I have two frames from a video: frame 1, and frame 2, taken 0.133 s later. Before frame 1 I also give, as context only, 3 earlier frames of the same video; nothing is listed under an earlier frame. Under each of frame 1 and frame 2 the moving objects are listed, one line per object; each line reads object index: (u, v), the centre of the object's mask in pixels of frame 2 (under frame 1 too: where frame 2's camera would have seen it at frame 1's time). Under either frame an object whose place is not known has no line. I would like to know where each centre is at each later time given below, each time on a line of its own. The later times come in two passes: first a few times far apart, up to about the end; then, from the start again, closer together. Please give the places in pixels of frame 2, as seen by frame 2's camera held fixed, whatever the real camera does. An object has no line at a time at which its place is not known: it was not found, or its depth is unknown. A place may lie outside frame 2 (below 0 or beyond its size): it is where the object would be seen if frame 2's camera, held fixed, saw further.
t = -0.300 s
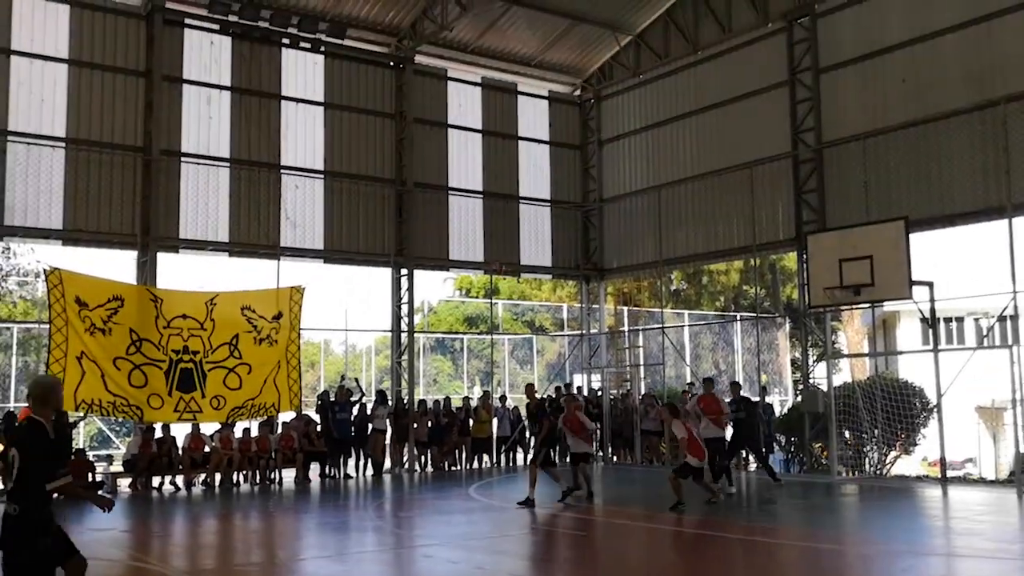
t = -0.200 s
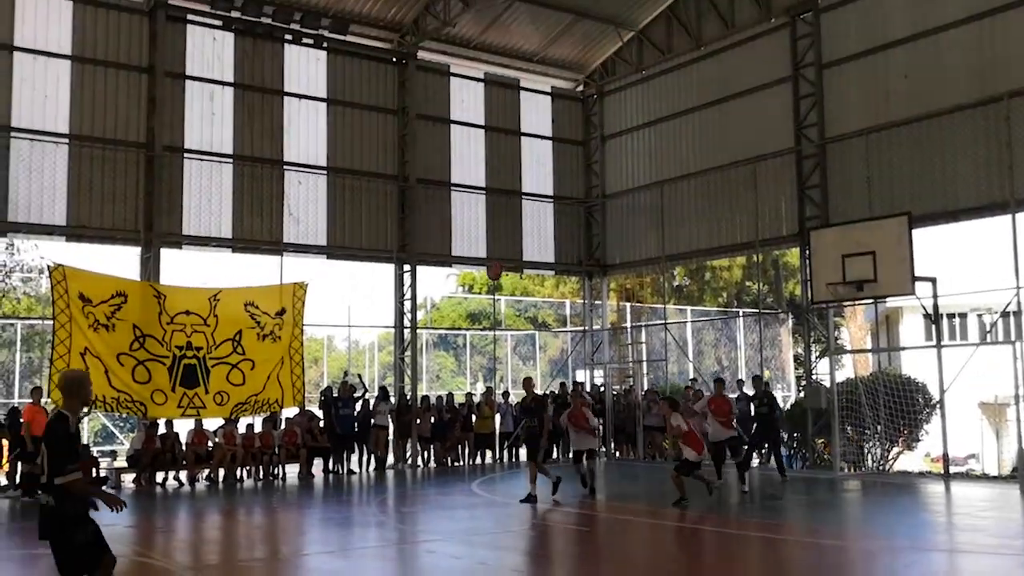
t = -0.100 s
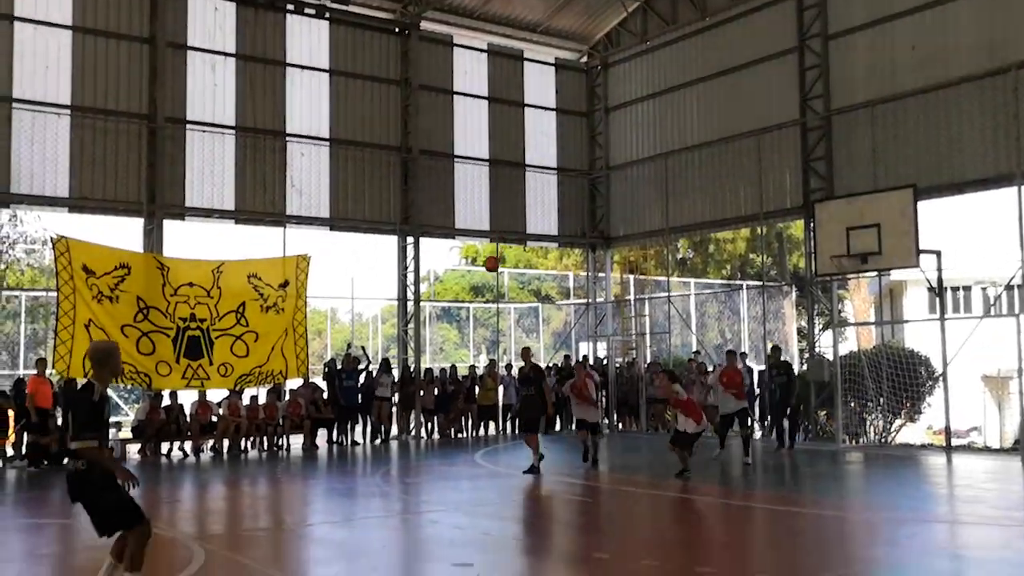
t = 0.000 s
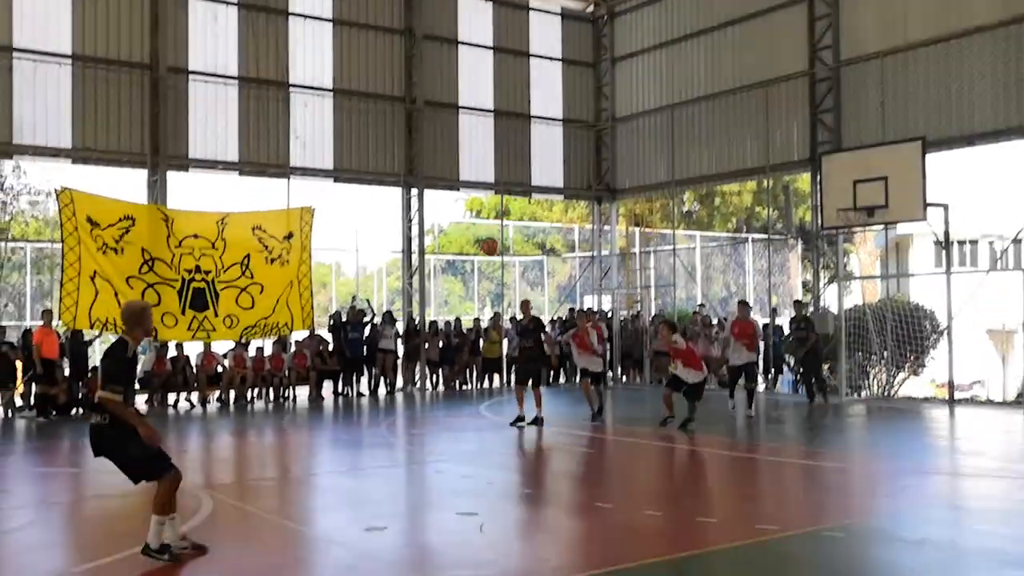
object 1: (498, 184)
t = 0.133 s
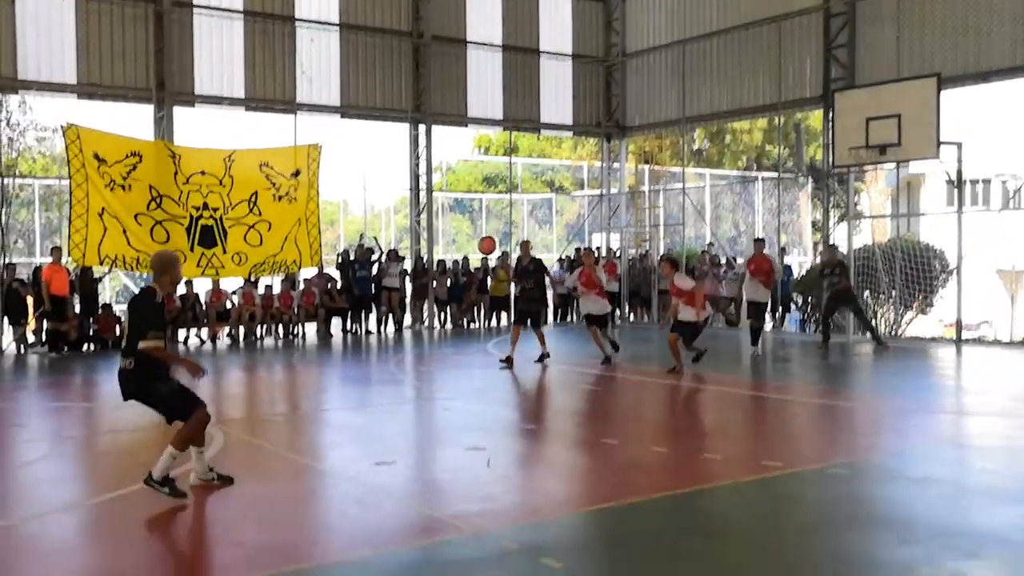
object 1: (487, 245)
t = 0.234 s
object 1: (478, 310)
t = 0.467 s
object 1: (458, 367)
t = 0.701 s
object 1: (435, 301)
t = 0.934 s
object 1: (411, 303)
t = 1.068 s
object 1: (394, 347)
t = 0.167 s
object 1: (484, 265)
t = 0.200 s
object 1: (479, 287)
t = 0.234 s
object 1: (478, 310)
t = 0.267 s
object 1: (475, 337)
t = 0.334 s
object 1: (469, 399)
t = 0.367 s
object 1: (466, 409)
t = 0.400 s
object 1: (463, 395)
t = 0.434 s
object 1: (461, 381)
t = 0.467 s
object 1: (458, 367)
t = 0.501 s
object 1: (455, 354)
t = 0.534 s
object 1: (452, 342)
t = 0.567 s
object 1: (449, 332)
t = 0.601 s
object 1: (446, 323)
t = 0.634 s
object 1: (443, 314)
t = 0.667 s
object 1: (440, 307)
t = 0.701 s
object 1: (435, 301)
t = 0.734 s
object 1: (433, 297)
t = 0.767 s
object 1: (430, 294)
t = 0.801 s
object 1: (426, 292)
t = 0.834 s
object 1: (422, 292)
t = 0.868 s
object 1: (419, 294)
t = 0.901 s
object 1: (414, 298)
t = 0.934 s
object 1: (411, 303)
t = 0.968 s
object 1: (407, 310)
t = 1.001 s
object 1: (402, 319)
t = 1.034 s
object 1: (398, 332)
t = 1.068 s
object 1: (394, 347)
